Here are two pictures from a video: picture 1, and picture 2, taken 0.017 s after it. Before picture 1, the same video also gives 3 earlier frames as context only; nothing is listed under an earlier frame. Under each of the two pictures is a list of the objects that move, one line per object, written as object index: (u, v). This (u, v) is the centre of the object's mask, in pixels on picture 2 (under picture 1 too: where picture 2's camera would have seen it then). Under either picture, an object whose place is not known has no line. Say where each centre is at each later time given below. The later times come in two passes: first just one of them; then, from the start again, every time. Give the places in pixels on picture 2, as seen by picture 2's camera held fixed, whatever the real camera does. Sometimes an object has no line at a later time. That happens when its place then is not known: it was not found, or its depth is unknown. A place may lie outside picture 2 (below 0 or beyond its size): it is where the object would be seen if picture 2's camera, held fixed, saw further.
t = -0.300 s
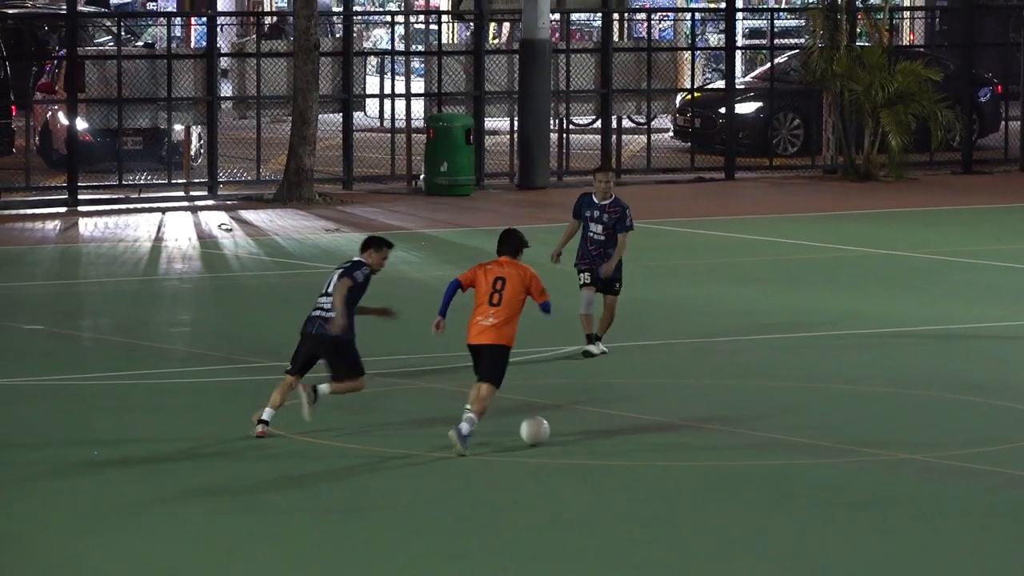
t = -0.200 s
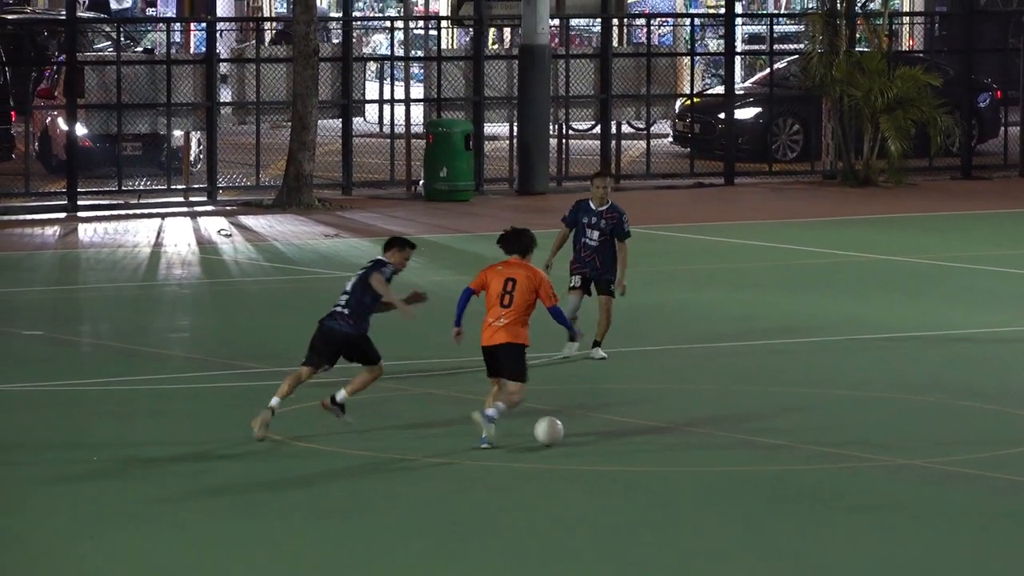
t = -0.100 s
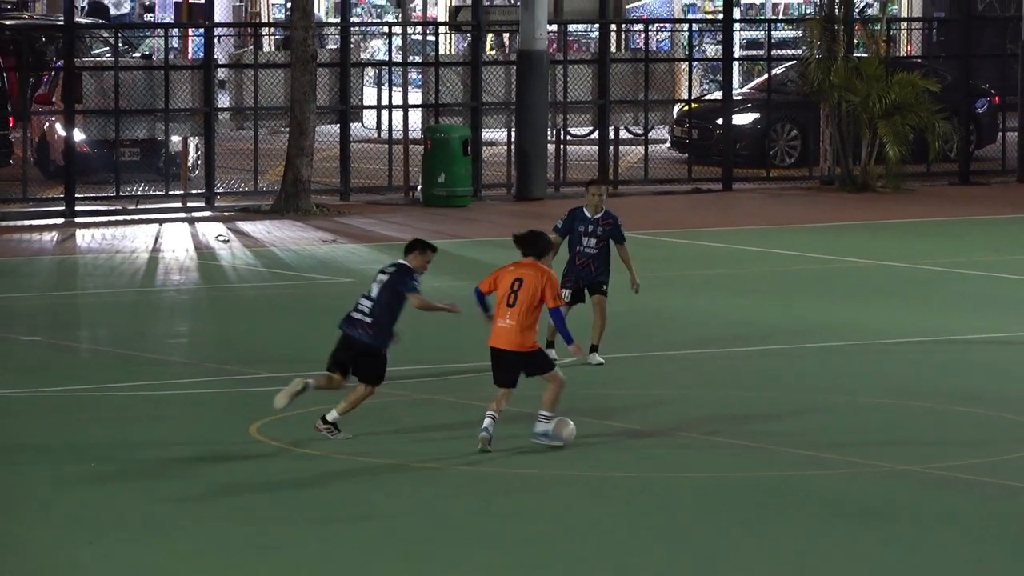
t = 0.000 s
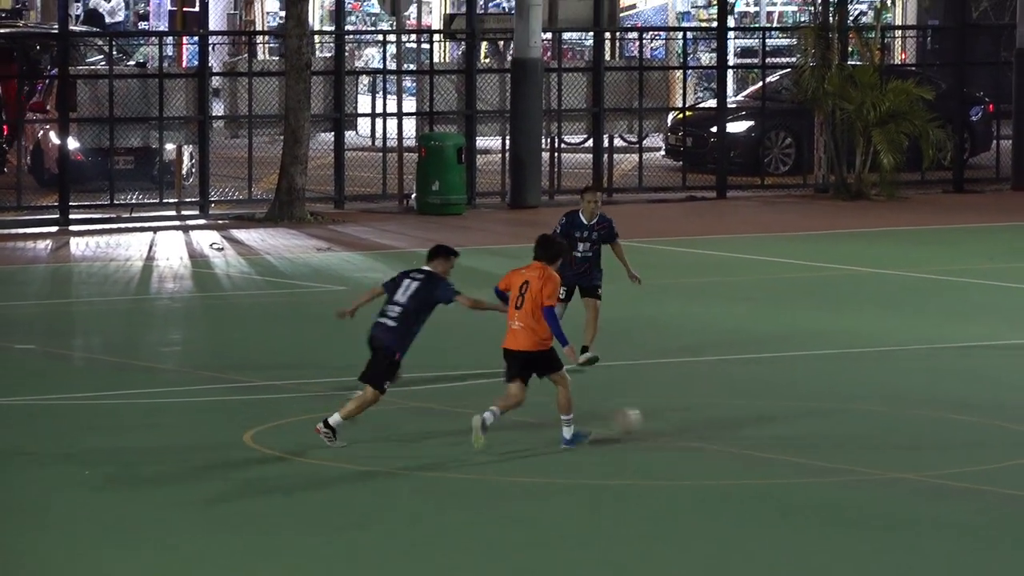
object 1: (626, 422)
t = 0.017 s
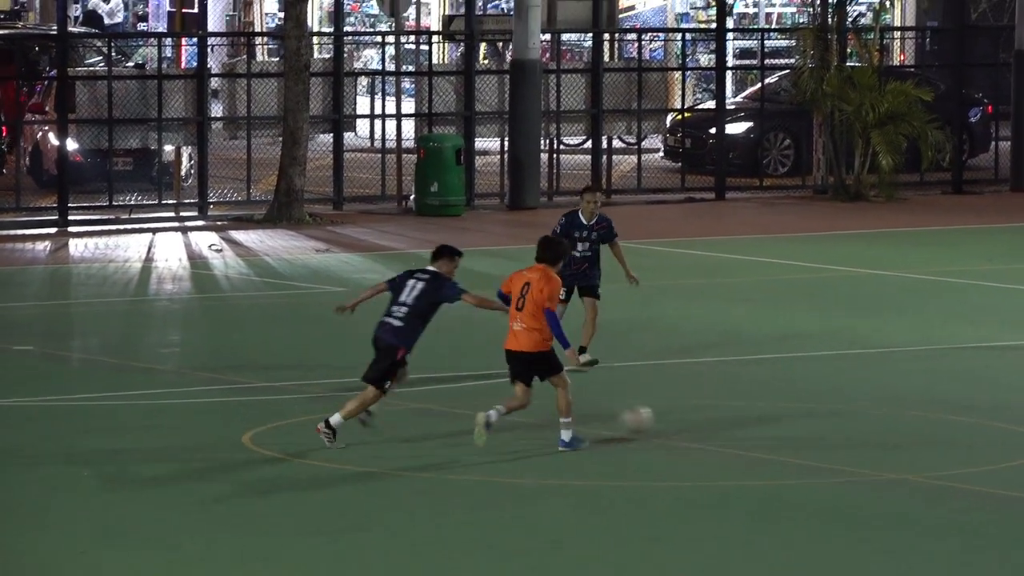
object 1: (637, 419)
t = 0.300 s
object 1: (816, 381)
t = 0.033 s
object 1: (650, 416)
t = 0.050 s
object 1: (661, 415)
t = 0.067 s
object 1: (673, 413)
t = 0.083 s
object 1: (685, 412)
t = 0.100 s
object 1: (696, 410)
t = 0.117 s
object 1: (708, 406)
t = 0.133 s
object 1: (717, 403)
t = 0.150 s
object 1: (728, 400)
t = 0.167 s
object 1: (739, 397)
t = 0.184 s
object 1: (749, 395)
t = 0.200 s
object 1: (759, 393)
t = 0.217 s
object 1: (769, 392)
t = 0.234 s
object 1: (779, 390)
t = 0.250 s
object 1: (788, 391)
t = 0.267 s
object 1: (799, 388)
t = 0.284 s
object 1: (808, 385)
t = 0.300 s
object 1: (816, 381)
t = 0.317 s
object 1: (825, 378)
